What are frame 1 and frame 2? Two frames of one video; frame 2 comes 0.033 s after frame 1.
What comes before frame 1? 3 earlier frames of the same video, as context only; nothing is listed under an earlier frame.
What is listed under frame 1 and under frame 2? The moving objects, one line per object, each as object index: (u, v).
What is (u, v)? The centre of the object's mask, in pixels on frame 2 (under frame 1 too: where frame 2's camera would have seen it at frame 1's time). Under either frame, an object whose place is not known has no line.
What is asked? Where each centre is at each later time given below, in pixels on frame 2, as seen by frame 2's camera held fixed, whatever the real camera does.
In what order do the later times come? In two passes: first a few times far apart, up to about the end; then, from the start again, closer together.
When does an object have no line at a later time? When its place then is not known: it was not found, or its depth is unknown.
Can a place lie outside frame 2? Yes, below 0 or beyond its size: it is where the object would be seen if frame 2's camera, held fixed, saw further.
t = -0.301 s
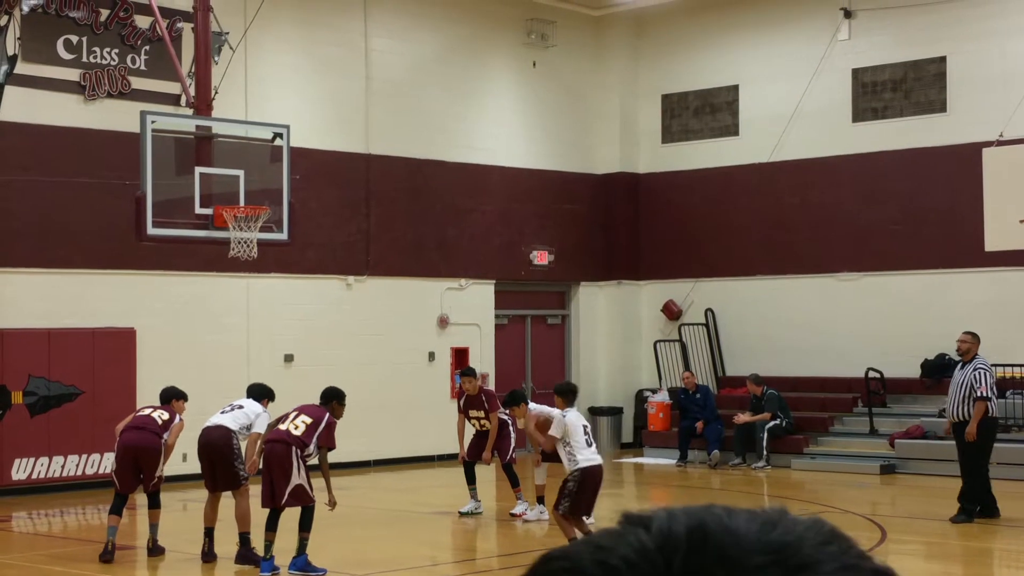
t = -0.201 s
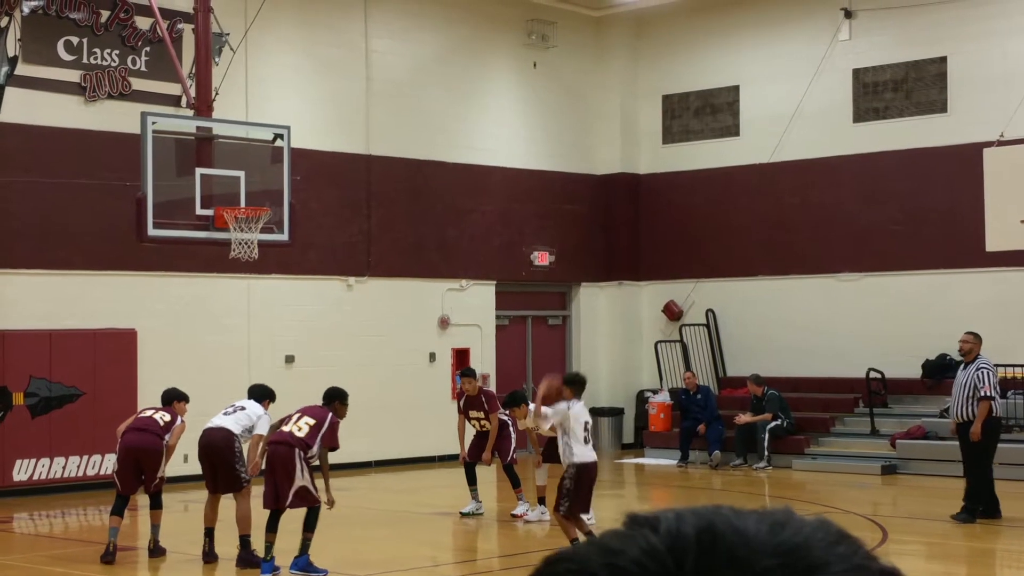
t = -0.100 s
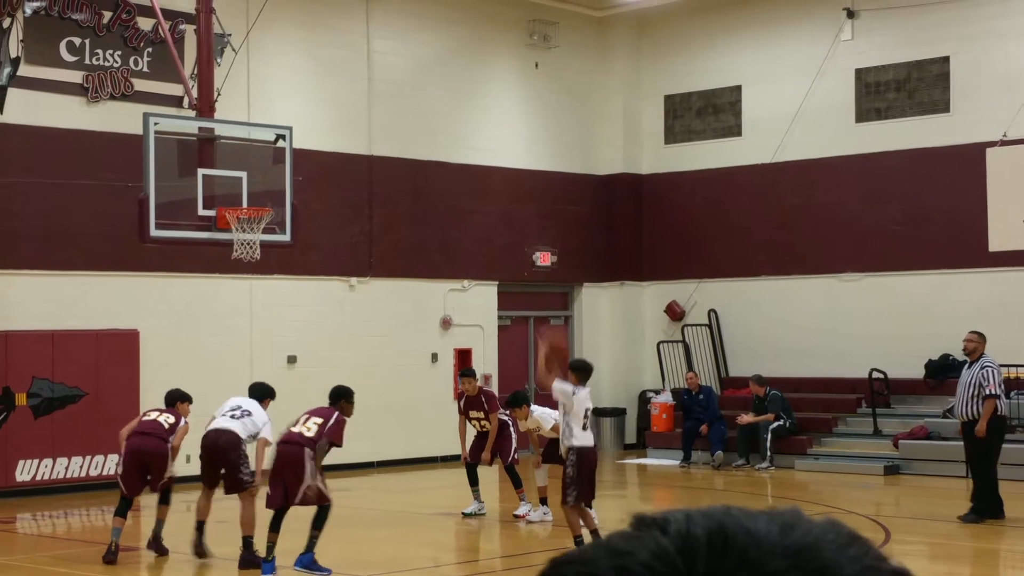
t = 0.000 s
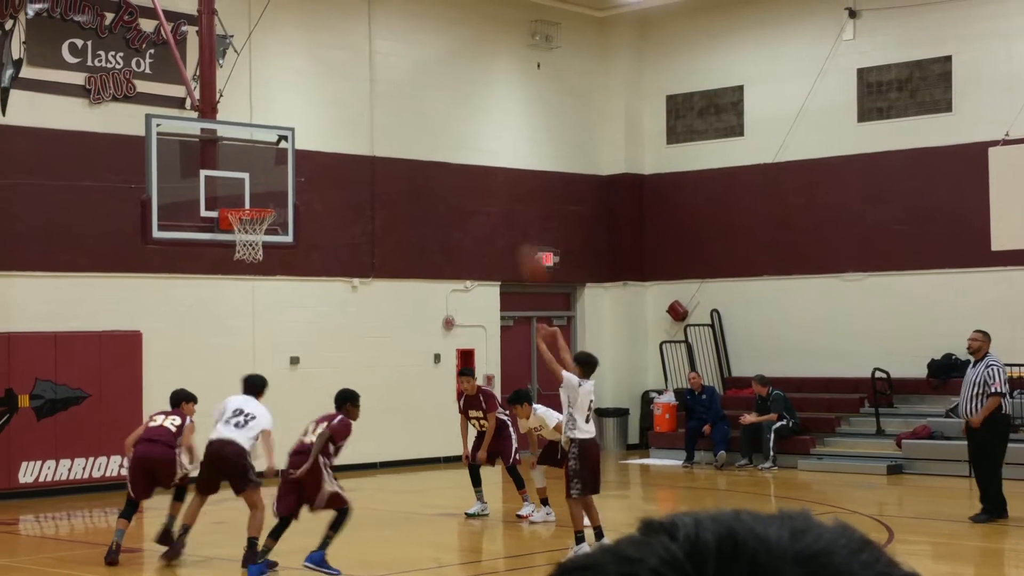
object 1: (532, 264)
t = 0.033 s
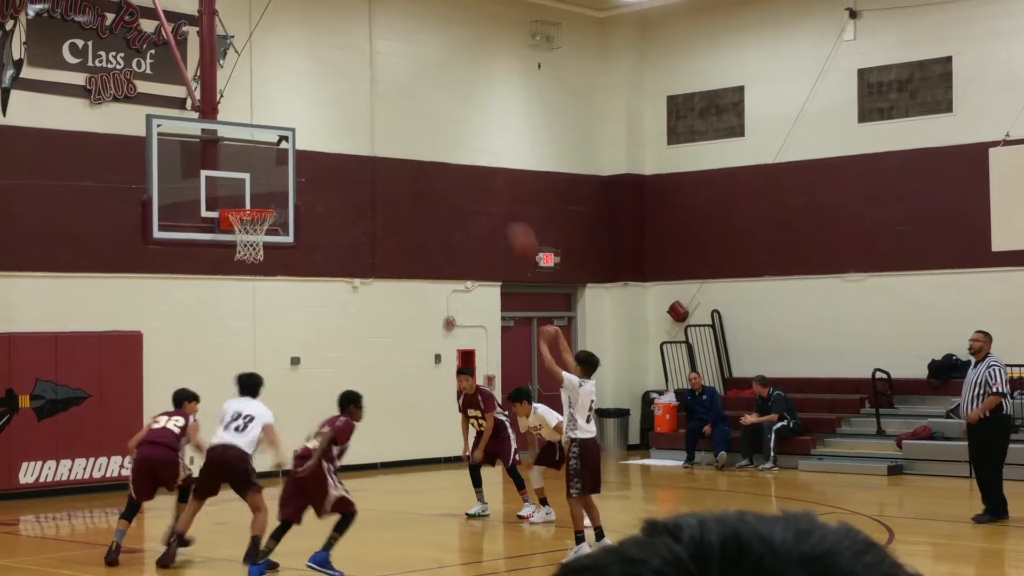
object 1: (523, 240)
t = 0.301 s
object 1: (448, 108)
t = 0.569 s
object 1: (384, 60)
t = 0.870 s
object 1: (317, 95)
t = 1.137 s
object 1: (263, 198)
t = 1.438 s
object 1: (213, 295)
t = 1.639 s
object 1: (184, 395)
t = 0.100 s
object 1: (504, 200)
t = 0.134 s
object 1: (496, 179)
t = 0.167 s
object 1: (485, 161)
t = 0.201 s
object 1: (475, 147)
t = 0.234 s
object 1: (466, 133)
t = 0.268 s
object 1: (457, 120)
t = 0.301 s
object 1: (448, 108)
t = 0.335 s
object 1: (440, 98)
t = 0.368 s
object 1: (432, 89)
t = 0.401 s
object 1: (423, 81)
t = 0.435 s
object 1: (415, 74)
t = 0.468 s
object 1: (407, 69)
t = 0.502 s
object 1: (399, 65)
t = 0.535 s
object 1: (391, 62)
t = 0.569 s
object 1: (384, 60)
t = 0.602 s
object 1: (376, 59)
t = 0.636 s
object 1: (368, 60)
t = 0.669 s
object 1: (360, 62)
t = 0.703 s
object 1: (353, 64)
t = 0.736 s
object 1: (346, 68)
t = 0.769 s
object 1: (338, 73)
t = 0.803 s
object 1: (331, 80)
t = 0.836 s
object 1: (324, 87)
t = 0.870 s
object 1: (317, 95)
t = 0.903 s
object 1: (310, 105)
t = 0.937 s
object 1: (303, 115)
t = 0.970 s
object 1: (297, 126)
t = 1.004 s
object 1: (289, 138)
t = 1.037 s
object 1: (282, 154)
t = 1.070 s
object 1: (276, 167)
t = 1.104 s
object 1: (270, 181)
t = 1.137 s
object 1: (263, 198)
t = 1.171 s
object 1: (259, 203)
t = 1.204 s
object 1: (246, 221)
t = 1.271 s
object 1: (234, 243)
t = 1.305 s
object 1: (233, 251)
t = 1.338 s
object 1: (228, 262)
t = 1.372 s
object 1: (223, 271)
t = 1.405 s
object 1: (217, 284)
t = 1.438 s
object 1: (213, 295)
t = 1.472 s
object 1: (208, 309)
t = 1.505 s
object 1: (203, 324)
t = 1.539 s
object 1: (198, 339)
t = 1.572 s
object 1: (194, 357)
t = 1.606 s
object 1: (189, 375)
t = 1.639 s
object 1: (184, 395)
